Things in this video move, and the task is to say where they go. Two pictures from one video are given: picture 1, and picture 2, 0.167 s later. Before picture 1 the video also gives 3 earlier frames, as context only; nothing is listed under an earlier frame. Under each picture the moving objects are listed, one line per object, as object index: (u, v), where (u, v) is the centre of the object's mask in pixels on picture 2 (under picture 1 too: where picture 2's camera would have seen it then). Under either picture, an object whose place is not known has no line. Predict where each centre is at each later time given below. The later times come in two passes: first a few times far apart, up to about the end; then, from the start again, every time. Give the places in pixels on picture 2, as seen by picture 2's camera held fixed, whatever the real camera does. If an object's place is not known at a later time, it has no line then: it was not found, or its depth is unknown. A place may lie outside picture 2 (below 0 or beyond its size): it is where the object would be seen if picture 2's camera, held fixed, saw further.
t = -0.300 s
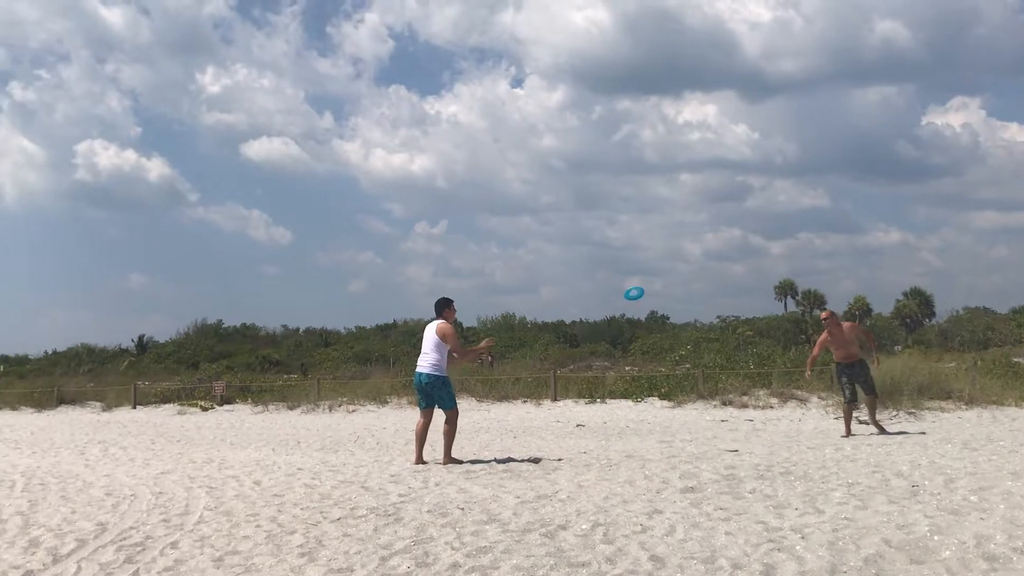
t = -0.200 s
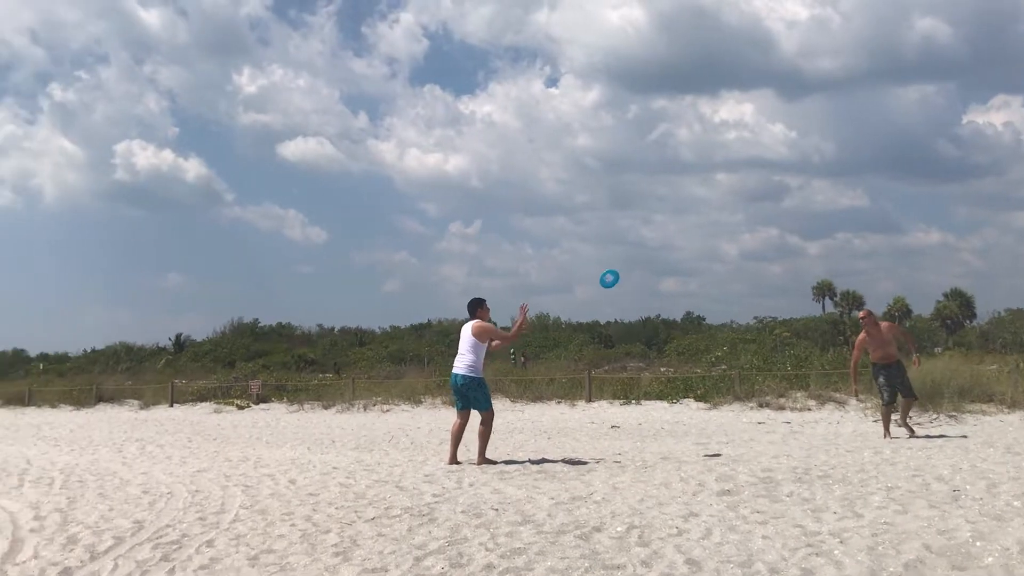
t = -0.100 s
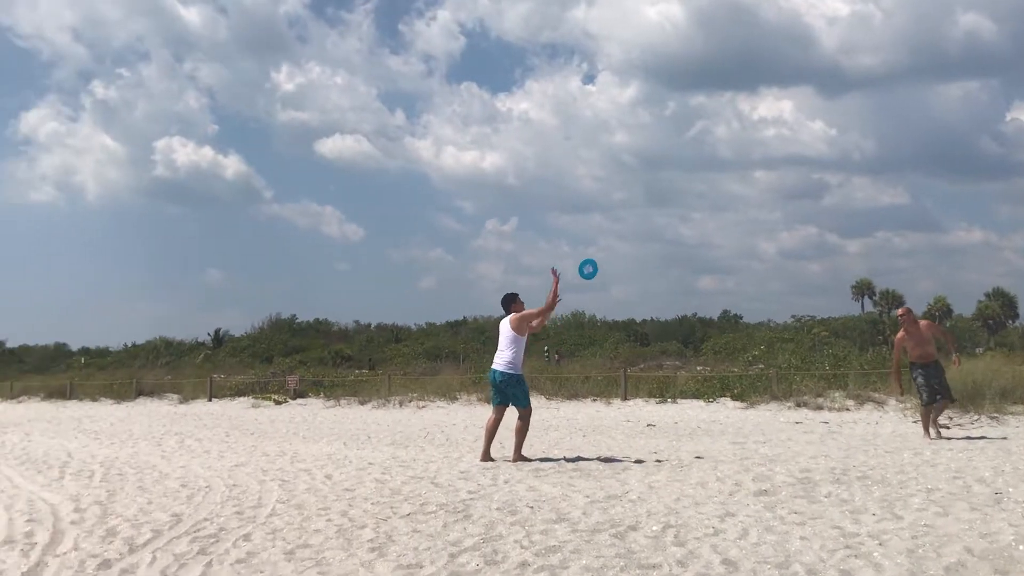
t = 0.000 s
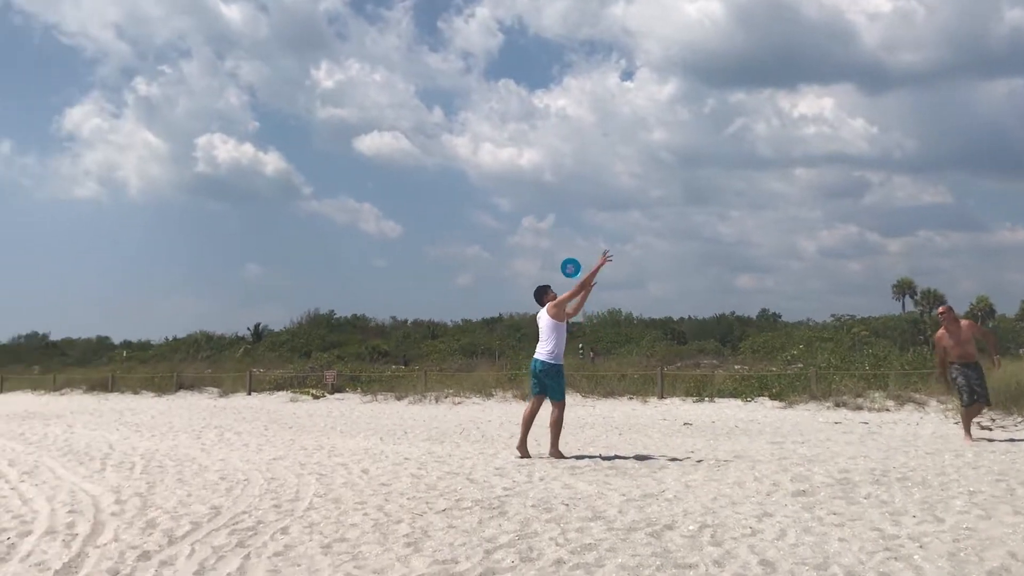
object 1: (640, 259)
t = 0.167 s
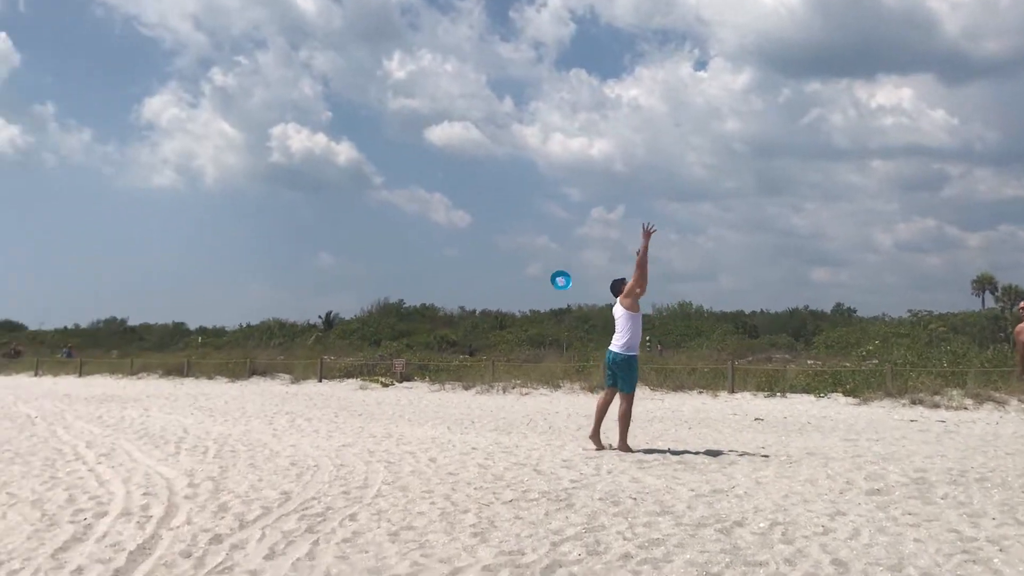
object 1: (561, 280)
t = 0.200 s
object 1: (546, 287)
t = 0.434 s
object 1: (453, 360)
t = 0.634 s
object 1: (368, 446)
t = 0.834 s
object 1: (331, 446)
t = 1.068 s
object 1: (315, 459)
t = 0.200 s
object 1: (546, 287)
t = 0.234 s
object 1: (532, 295)
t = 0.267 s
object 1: (518, 304)
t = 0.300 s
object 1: (505, 314)
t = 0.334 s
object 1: (492, 325)
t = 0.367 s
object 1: (479, 336)
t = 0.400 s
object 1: (465, 348)
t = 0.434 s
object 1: (453, 360)
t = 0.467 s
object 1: (439, 373)
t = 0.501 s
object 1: (425, 386)
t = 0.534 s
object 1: (411, 400)
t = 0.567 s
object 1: (397, 414)
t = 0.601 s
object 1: (383, 430)
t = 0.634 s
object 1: (368, 446)
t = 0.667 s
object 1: (357, 458)
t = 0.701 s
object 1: (348, 455)
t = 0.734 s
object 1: (345, 453)
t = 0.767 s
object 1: (340, 450)
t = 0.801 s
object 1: (335, 446)
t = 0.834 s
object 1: (331, 446)
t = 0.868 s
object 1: (328, 446)
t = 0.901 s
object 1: (325, 448)
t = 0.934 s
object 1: (321, 450)
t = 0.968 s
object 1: (319, 452)
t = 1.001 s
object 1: (317, 455)
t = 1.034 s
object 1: (317, 459)
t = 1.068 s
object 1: (315, 459)
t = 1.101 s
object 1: (314, 460)
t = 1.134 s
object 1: (314, 459)
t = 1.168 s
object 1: (312, 460)
